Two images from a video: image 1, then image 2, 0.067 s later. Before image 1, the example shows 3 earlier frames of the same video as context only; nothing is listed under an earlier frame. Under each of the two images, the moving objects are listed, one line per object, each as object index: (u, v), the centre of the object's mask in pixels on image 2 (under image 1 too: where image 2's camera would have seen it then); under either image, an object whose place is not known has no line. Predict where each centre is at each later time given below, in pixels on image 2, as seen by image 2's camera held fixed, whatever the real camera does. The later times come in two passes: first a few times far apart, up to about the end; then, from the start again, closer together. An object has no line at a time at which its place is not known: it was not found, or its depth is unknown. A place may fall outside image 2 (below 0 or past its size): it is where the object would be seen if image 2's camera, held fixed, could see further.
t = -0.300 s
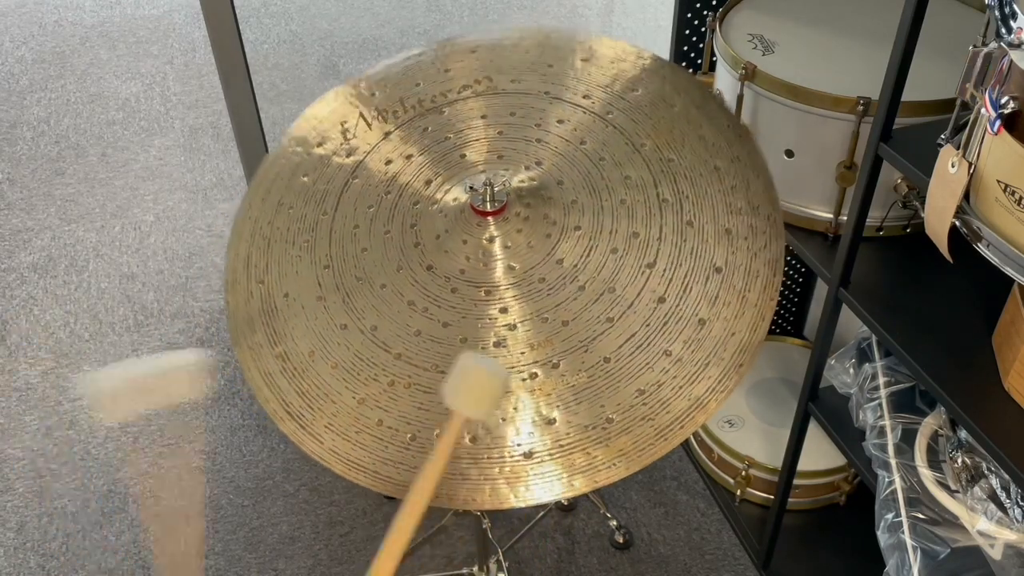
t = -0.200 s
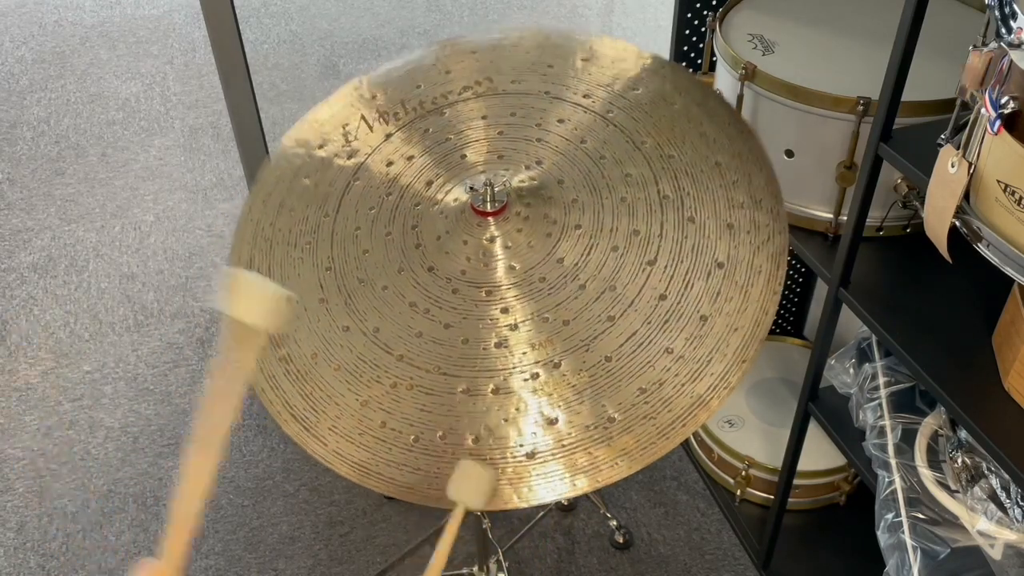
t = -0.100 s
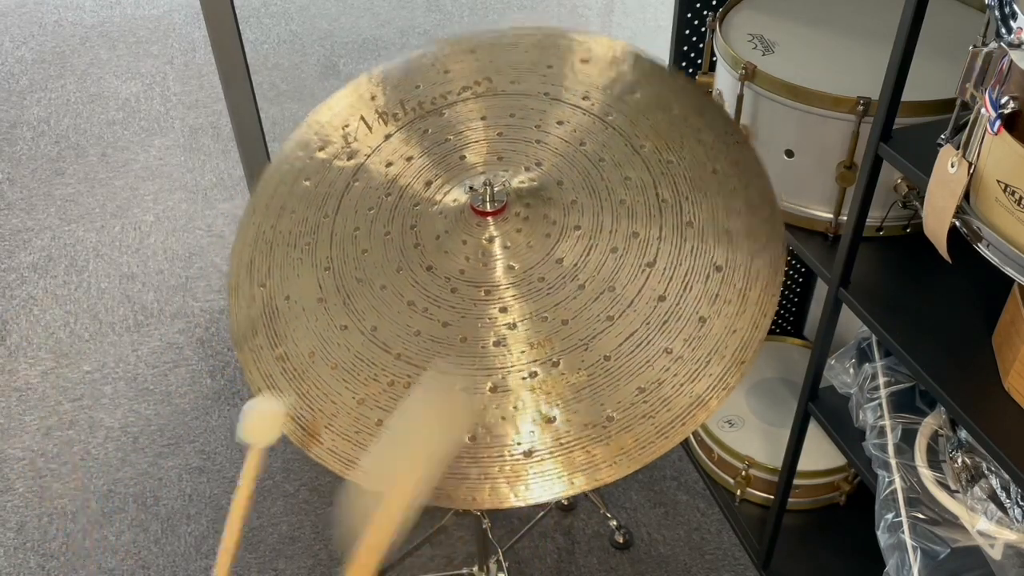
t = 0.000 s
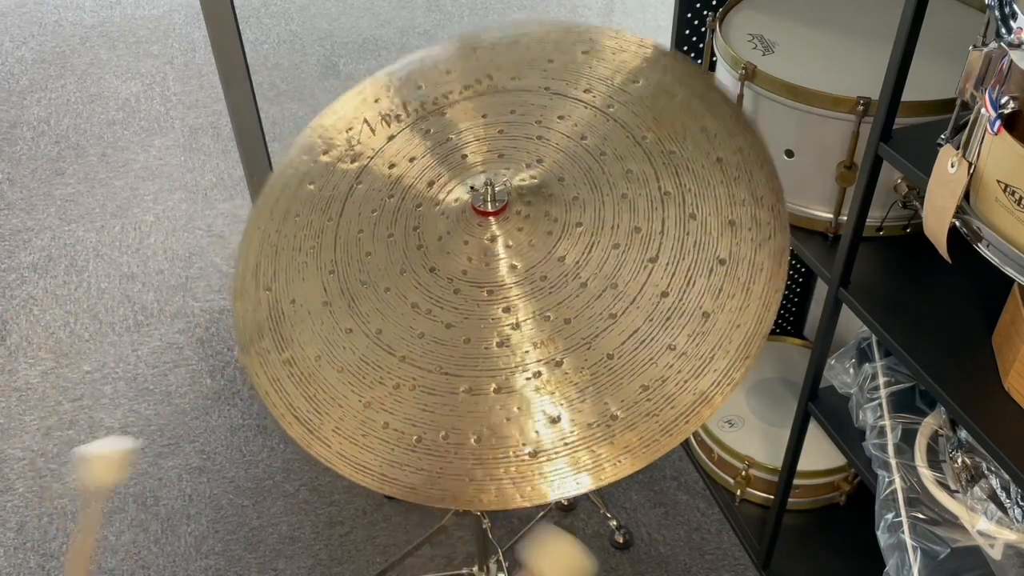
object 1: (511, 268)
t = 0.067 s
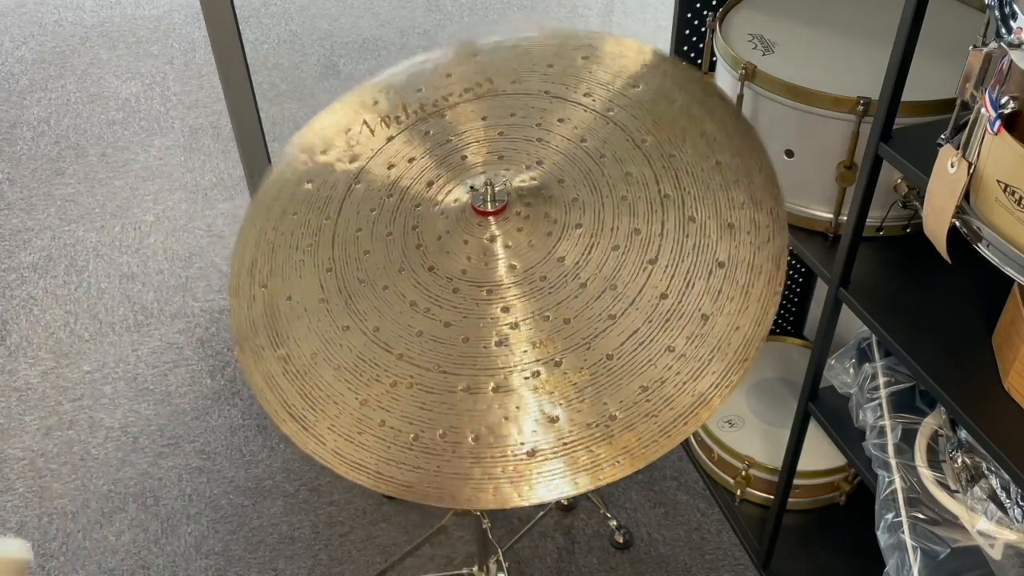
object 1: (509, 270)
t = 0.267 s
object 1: (482, 289)
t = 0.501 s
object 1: (476, 288)
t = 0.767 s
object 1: (496, 283)
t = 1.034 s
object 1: (491, 286)
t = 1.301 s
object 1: (479, 289)
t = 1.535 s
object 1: (490, 287)
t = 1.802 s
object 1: (490, 288)
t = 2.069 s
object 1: (483, 289)
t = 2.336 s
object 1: (491, 287)
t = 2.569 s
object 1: (488, 288)
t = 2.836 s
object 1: (486, 289)
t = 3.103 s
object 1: (486, 289)
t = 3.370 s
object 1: (486, 289)
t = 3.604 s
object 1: (486, 289)
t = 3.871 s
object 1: (486, 289)
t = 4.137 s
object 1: (486, 289)
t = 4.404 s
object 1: (486, 289)
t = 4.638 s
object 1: (486, 289)
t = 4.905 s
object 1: (486, 289)
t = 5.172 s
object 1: (486, 289)
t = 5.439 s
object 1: (486, 289)
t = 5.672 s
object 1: (486, 289)
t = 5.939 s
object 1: (486, 289)
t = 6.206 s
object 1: (486, 289)
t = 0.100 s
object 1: (505, 273)
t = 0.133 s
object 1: (500, 277)
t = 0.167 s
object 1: (495, 281)
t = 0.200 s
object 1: (490, 285)
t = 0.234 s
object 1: (486, 288)
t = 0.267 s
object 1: (482, 289)
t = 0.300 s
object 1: (479, 289)
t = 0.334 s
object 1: (477, 288)
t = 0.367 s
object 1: (476, 287)
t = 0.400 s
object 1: (475, 287)
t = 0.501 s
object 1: (476, 288)
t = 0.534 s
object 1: (476, 289)
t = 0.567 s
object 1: (478, 289)
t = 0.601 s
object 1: (481, 289)
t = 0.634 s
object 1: (484, 289)
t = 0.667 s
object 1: (487, 288)
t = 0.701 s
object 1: (491, 287)
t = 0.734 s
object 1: (494, 285)
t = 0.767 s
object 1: (496, 283)
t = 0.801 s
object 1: (499, 281)
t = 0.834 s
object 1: (499, 280)
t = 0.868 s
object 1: (499, 280)
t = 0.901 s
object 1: (499, 281)
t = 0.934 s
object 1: (498, 282)
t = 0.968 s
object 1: (495, 283)
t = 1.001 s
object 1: (493, 285)
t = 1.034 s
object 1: (491, 286)
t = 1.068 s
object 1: (489, 288)
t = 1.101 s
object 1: (487, 289)
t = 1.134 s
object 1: (485, 289)
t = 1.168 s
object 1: (483, 289)
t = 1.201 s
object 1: (481, 289)
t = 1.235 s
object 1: (480, 289)
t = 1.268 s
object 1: (479, 289)
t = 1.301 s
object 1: (479, 289)
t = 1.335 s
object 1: (479, 289)
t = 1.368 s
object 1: (479, 289)
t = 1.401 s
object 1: (481, 289)
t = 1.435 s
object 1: (483, 289)
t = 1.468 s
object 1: (485, 289)
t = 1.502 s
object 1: (488, 288)
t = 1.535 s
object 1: (490, 287)
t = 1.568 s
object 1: (492, 286)
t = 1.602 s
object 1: (493, 285)
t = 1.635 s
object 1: (494, 285)
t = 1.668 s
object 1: (494, 285)
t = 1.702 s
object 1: (493, 285)
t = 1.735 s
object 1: (493, 286)
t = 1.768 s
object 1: (492, 287)
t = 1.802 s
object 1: (490, 288)
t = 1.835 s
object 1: (488, 288)
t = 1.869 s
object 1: (487, 289)
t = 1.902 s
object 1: (486, 289)
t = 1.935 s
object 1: (485, 289)
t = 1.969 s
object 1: (484, 289)
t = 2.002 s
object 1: (483, 289)
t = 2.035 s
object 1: (483, 289)
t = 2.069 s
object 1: (483, 289)
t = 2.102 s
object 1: (483, 289)
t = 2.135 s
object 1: (484, 289)
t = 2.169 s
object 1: (485, 289)
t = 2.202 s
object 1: (487, 288)
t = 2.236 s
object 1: (487, 288)
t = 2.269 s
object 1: (489, 288)
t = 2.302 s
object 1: (489, 288)
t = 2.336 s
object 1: (491, 287)
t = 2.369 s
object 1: (491, 287)
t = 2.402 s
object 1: (491, 287)
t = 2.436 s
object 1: (491, 287)
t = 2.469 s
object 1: (490, 288)
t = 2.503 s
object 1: (489, 288)
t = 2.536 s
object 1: (489, 288)
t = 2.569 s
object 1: (488, 288)
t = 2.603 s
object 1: (488, 288)
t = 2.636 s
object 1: (488, 288)
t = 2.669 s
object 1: (487, 289)
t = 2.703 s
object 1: (487, 289)
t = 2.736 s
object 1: (486, 289)
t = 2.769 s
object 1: (486, 289)
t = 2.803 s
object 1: (486, 289)
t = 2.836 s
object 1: (486, 289)
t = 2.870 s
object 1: (485, 289)
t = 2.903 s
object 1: (485, 289)
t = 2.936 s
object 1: (485, 289)
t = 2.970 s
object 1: (486, 289)
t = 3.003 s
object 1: (486, 289)
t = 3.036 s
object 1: (486, 289)
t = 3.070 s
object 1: (486, 289)
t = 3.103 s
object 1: (486, 289)
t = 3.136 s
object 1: (486, 289)
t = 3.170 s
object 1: (486, 289)
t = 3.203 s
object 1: (486, 289)
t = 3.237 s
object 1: (486, 289)
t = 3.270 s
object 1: (486, 289)
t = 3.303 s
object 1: (486, 289)
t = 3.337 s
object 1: (486, 289)
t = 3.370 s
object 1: (486, 289)
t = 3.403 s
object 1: (486, 289)
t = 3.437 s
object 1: (486, 289)
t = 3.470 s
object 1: (486, 289)
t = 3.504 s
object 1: (486, 289)
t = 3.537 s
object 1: (486, 289)
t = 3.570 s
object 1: (486, 289)
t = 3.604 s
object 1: (486, 289)
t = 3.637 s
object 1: (486, 289)
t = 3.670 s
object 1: (486, 289)
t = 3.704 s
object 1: (486, 289)
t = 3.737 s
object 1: (486, 289)
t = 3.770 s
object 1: (486, 289)
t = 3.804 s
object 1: (486, 289)
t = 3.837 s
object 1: (486, 289)
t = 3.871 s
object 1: (486, 289)
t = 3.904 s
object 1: (486, 289)
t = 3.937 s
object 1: (486, 289)
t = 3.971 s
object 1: (486, 289)
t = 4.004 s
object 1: (486, 289)
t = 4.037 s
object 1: (486, 289)
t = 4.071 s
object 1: (486, 289)
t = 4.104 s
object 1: (486, 289)
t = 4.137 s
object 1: (486, 289)
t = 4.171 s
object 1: (486, 289)
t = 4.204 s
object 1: (486, 289)
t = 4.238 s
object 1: (486, 289)
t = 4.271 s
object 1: (486, 289)
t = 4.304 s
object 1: (486, 289)
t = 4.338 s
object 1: (486, 289)
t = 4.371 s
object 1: (486, 289)
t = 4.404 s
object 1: (486, 289)
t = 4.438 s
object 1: (486, 289)
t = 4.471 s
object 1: (486, 289)
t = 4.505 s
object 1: (486, 289)
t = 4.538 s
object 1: (486, 289)
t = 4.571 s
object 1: (486, 289)
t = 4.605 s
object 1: (486, 289)
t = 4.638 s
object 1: (486, 289)
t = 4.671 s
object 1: (486, 289)
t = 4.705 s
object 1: (486, 289)
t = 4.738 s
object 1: (486, 289)
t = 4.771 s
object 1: (486, 289)
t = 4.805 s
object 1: (486, 289)
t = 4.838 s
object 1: (486, 289)
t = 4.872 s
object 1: (486, 289)
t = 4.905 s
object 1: (486, 289)
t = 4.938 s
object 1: (486, 289)
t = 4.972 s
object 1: (486, 289)
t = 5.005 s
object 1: (486, 289)
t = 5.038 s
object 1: (486, 289)
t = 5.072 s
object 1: (486, 289)
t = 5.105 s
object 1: (486, 289)
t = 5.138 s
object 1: (486, 289)
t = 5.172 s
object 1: (486, 289)
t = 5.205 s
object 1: (486, 289)
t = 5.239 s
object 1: (486, 289)
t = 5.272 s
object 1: (486, 289)
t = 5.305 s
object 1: (486, 289)
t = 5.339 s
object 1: (486, 289)
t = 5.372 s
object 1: (486, 289)
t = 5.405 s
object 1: (486, 289)
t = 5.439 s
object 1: (486, 289)
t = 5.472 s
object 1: (486, 289)
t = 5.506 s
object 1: (486, 289)
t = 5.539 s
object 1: (486, 289)
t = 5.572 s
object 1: (486, 289)
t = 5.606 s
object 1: (486, 289)
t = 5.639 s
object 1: (486, 289)
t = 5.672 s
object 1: (486, 289)
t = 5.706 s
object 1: (486, 289)
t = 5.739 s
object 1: (486, 289)
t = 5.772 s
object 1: (486, 289)
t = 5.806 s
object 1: (486, 289)
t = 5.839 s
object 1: (486, 289)
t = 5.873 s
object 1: (486, 289)
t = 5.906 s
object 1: (486, 289)
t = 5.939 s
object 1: (486, 289)
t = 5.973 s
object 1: (486, 289)
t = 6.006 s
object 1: (486, 289)
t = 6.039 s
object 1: (486, 289)
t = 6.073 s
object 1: (486, 289)
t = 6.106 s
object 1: (486, 289)
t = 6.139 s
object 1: (486, 289)
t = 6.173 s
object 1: (486, 289)
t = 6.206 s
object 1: (486, 289)
